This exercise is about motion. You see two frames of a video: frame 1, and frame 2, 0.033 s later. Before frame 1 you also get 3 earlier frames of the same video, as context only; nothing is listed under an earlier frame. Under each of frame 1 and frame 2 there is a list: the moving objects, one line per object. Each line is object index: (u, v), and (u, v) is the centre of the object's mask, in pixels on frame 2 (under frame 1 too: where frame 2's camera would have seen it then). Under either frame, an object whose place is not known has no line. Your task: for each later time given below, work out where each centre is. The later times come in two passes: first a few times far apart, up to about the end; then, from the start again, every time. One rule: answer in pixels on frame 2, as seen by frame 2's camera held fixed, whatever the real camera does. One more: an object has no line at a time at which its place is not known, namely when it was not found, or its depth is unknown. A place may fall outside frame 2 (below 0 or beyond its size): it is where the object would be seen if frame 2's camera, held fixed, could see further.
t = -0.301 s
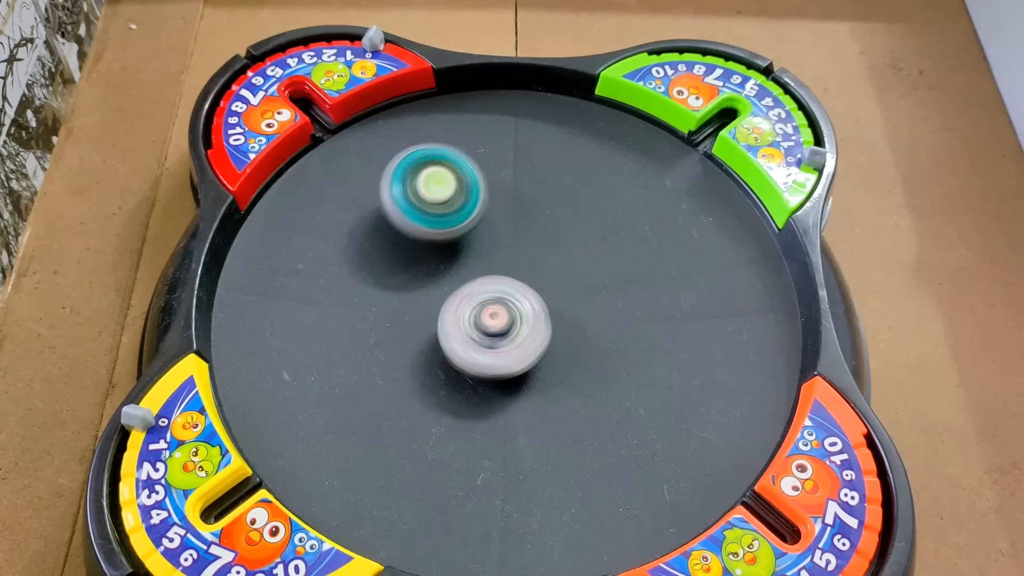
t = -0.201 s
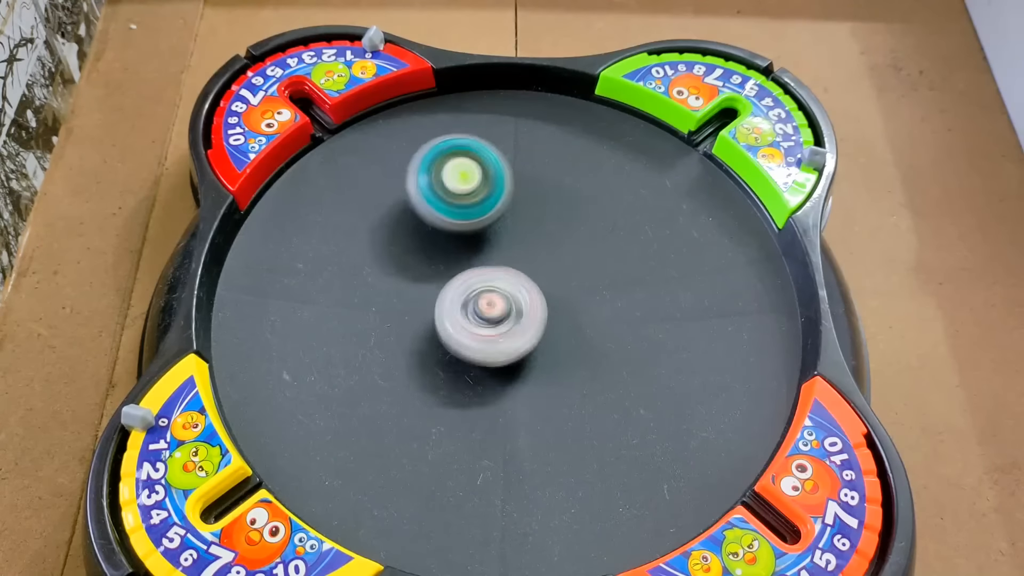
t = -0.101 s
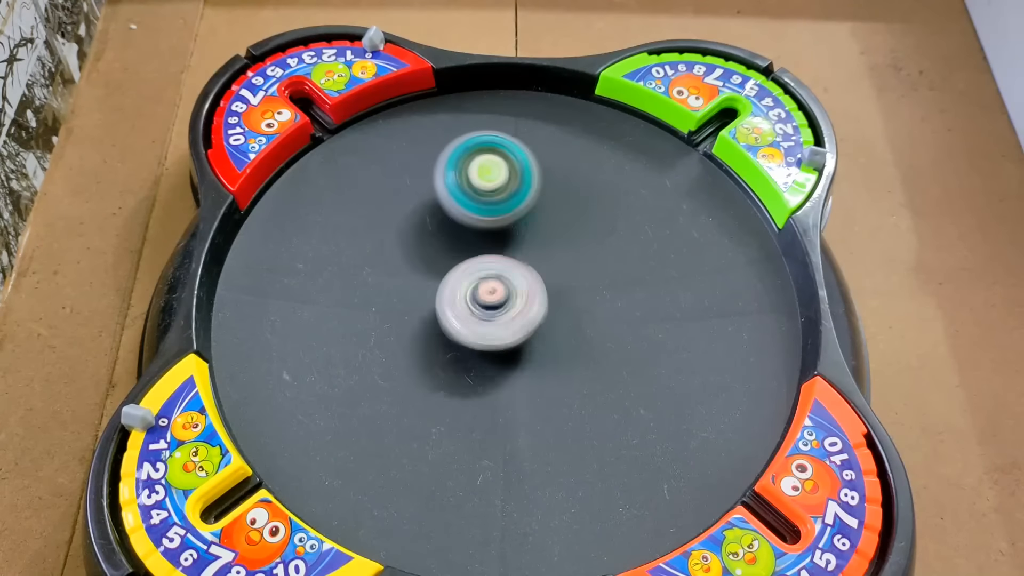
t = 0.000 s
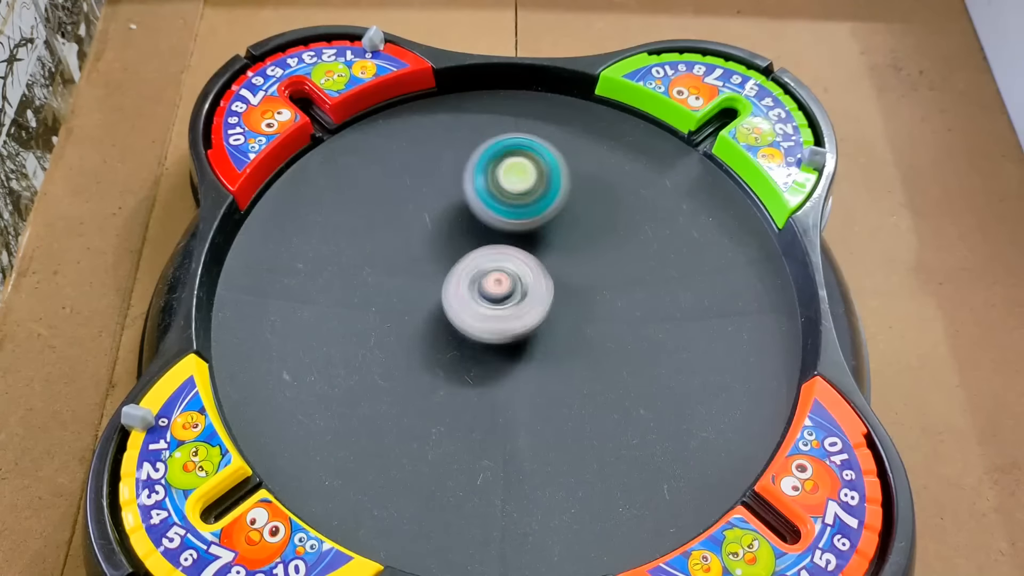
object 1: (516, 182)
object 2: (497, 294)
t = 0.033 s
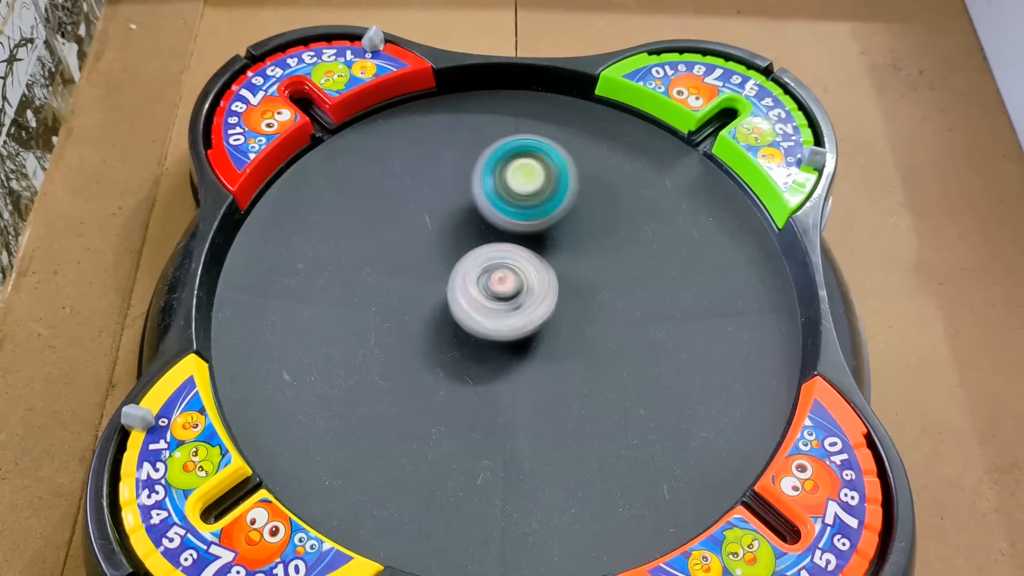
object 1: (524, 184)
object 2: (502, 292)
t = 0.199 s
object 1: (570, 200)
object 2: (520, 286)
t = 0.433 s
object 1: (629, 226)
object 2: (531, 306)
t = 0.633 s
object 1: (654, 269)
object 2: (525, 320)
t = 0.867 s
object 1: (645, 328)
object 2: (500, 320)
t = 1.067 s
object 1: (603, 373)
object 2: (490, 306)
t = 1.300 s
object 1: (525, 405)
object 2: (495, 286)
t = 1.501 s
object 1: (454, 407)
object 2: (510, 284)
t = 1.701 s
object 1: (401, 382)
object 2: (525, 295)
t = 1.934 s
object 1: (373, 329)
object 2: (529, 314)
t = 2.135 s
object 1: (382, 276)
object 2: (516, 326)
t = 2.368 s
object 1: (420, 223)
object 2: (494, 323)
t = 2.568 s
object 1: (471, 194)
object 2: (486, 308)
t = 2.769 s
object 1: (527, 188)
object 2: (491, 294)
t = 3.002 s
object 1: (585, 208)
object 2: (507, 284)
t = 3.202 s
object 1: (637, 237)
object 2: (498, 299)
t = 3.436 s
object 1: (659, 285)
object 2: (481, 314)
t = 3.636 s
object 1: (642, 332)
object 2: (478, 327)
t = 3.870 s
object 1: (615, 392)
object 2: (463, 319)
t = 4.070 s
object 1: (615, 427)
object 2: (403, 281)
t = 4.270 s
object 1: (560, 416)
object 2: (425, 265)
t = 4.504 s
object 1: (483, 370)
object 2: (468, 263)
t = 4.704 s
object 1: (422, 346)
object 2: (506, 224)
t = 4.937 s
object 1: (399, 295)
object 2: (507, 209)
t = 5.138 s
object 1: (388, 262)
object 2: (515, 217)
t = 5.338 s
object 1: (401, 246)
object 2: (544, 228)
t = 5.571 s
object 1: (450, 240)
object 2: (568, 239)
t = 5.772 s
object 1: (484, 252)
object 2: (596, 240)
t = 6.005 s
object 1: (404, 297)
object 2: (695, 237)
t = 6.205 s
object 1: (401, 345)
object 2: (670, 254)
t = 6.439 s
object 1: (421, 382)
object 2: (599, 281)
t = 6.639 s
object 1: (460, 394)
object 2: (519, 252)
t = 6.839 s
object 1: (502, 380)
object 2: (520, 242)
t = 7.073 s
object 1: (543, 346)
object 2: (525, 253)
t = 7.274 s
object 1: (568, 319)
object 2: (535, 247)
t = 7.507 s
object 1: (592, 309)
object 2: (537, 243)
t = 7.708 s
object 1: (604, 310)
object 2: (536, 250)
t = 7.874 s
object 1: (599, 317)
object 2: (527, 255)
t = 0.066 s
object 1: (533, 185)
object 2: (504, 289)
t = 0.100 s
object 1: (543, 188)
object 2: (508, 288)
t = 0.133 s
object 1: (552, 191)
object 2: (513, 286)
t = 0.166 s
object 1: (561, 196)
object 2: (515, 286)
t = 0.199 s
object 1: (570, 200)
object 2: (520, 286)
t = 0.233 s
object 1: (582, 198)
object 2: (520, 293)
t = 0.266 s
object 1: (592, 201)
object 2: (522, 297)
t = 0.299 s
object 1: (600, 205)
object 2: (526, 298)
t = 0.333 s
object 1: (608, 210)
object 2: (526, 298)
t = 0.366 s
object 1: (616, 215)
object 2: (530, 300)
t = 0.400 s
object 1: (623, 220)
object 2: (530, 301)
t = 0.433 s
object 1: (629, 226)
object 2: (531, 306)
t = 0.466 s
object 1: (635, 233)
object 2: (532, 307)
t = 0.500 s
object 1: (640, 240)
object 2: (530, 311)
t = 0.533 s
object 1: (645, 247)
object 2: (531, 314)
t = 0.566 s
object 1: (649, 254)
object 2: (530, 315)
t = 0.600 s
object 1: (652, 262)
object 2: (527, 320)
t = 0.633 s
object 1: (654, 269)
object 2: (525, 320)
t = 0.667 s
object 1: (655, 277)
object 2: (520, 322)
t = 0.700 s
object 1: (655, 286)
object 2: (518, 324)
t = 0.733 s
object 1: (654, 294)
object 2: (516, 323)
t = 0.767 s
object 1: (652, 302)
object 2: (510, 323)
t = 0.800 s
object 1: (651, 311)
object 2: (509, 323)
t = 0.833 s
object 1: (648, 319)
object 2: (504, 320)
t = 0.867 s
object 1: (645, 328)
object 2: (500, 320)
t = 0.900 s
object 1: (640, 336)
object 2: (498, 318)
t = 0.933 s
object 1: (634, 344)
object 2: (493, 314)
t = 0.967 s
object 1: (628, 352)
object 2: (493, 314)
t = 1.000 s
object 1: (620, 360)
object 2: (492, 310)
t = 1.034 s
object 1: (613, 367)
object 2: (489, 307)
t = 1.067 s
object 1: (603, 373)
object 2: (490, 306)
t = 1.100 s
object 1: (594, 380)
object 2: (489, 300)
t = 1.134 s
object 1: (583, 386)
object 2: (487, 298)
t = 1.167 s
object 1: (573, 391)
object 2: (490, 296)
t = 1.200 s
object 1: (561, 395)
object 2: (490, 292)
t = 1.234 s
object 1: (550, 399)
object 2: (490, 291)
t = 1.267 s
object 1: (537, 403)
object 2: (494, 289)
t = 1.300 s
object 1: (525, 405)
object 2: (495, 286)
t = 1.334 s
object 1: (512, 407)
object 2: (497, 286)
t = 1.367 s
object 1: (500, 408)
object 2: (502, 284)
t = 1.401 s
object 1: (487, 409)
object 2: (503, 282)
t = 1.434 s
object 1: (476, 409)
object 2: (506, 284)
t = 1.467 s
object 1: (464, 408)
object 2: (510, 283)
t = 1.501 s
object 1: (454, 407)
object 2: (510, 284)
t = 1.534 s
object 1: (444, 404)
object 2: (515, 286)
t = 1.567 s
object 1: (434, 401)
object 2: (519, 286)
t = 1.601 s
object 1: (425, 397)
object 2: (520, 288)
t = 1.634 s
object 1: (416, 393)
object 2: (524, 291)
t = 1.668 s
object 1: (408, 388)
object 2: (526, 292)
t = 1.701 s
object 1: (401, 382)
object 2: (525, 295)
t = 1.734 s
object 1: (394, 376)
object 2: (529, 298)
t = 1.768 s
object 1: (389, 369)
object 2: (530, 299)
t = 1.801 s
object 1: (384, 362)
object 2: (528, 303)
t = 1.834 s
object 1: (380, 354)
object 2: (530, 306)
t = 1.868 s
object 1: (377, 345)
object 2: (530, 307)
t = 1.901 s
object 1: (374, 337)
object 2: (528, 311)
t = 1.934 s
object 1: (373, 329)
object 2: (529, 314)
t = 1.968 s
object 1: (372, 321)
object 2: (527, 315)
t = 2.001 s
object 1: (373, 313)
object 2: (524, 319)
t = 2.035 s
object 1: (375, 304)
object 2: (524, 321)
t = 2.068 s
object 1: (377, 295)
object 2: (522, 321)
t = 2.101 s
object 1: (379, 285)
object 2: (517, 325)
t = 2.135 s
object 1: (382, 276)
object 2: (516, 326)
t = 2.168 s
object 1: (385, 267)
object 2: (513, 326)
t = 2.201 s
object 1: (389, 259)
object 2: (507, 327)
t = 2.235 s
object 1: (394, 251)
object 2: (507, 328)
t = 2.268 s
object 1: (400, 244)
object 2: (503, 326)
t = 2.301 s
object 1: (406, 236)
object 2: (497, 326)
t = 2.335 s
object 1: (413, 230)
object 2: (497, 325)
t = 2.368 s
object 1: (420, 223)
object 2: (494, 323)
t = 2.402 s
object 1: (428, 217)
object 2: (489, 321)
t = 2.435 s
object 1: (436, 211)
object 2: (489, 320)
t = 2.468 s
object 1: (444, 206)
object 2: (488, 316)
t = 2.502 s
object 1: (453, 202)
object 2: (484, 313)
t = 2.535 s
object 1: (462, 198)
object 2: (485, 312)
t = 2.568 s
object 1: (471, 194)
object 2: (486, 308)
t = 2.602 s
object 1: (480, 192)
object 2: (484, 304)
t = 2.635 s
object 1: (489, 190)
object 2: (485, 304)
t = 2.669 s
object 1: (498, 189)
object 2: (487, 300)
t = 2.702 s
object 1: (508, 188)
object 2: (486, 297)
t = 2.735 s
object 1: (518, 188)
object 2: (488, 297)
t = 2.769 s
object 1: (527, 188)
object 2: (491, 294)
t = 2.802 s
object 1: (536, 188)
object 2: (491, 290)
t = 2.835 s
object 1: (545, 190)
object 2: (493, 291)
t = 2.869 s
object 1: (554, 192)
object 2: (497, 289)
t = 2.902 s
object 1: (562, 195)
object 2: (499, 286)
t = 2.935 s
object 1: (570, 199)
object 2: (499, 287)
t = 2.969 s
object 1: (578, 203)
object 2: (504, 286)
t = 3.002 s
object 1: (585, 208)
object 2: (507, 284)
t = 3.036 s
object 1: (591, 214)
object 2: (507, 285)
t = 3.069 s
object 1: (598, 220)
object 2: (511, 285)
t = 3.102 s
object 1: (609, 224)
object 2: (509, 288)
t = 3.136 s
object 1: (623, 226)
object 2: (501, 293)
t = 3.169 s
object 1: (631, 231)
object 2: (499, 298)
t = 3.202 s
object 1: (637, 237)
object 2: (498, 299)
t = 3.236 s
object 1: (642, 242)
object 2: (493, 300)
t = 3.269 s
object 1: (647, 249)
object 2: (489, 304)
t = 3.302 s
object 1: (651, 256)
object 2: (489, 306)
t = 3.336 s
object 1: (655, 263)
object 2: (487, 307)
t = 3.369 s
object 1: (657, 270)
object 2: (482, 310)
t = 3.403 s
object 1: (659, 278)
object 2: (482, 314)
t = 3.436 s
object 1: (659, 285)
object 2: (481, 314)
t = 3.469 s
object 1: (658, 293)
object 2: (477, 316)
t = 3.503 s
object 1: (656, 301)
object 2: (477, 320)
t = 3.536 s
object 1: (654, 309)
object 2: (478, 321)
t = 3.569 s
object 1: (651, 316)
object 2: (476, 321)
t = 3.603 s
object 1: (647, 324)
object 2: (476, 325)
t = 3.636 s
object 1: (642, 332)
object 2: (478, 327)
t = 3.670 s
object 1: (636, 339)
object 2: (478, 327)
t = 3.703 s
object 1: (629, 347)
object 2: (477, 330)
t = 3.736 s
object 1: (621, 354)
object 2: (480, 331)
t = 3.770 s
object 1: (612, 361)
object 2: (481, 330)
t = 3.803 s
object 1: (602, 367)
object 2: (483, 332)
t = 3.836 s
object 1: (595, 374)
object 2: (485, 333)
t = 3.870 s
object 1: (615, 392)
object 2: (463, 319)
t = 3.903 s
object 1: (631, 407)
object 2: (440, 307)
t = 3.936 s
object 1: (635, 415)
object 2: (425, 299)
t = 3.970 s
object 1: (632, 421)
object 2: (412, 291)
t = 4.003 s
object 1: (627, 424)
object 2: (406, 286)
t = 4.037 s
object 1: (621, 426)
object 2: (402, 282)
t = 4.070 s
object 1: (615, 427)
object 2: (403, 281)
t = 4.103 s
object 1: (607, 428)
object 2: (406, 276)
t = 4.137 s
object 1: (599, 427)
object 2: (407, 272)
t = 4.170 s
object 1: (590, 426)
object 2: (408, 271)
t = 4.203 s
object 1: (580, 423)
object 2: (413, 270)
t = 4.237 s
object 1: (570, 420)
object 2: (420, 267)
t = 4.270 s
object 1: (560, 416)
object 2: (425, 265)
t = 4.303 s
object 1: (550, 411)
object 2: (429, 266)
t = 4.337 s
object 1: (539, 406)
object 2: (437, 267)
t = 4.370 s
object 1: (528, 400)
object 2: (445, 264)
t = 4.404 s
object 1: (516, 393)
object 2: (450, 263)
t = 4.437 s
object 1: (505, 386)
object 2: (455, 264)
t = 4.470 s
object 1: (493, 378)
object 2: (461, 265)
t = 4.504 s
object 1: (483, 370)
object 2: (468, 263)
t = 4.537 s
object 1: (472, 362)
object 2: (472, 260)
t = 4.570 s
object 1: (462, 354)
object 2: (475, 260)
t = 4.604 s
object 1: (449, 354)
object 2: (484, 252)
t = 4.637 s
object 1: (438, 356)
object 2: (495, 238)
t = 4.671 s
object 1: (429, 352)
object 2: (501, 230)
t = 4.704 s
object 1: (422, 346)
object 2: (506, 224)
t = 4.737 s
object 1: (416, 339)
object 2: (508, 219)
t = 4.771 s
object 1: (411, 333)
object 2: (508, 215)
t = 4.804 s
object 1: (407, 326)
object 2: (507, 215)
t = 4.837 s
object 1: (404, 319)
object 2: (510, 215)
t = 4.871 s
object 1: (401, 311)
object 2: (512, 213)
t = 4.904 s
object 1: (400, 303)
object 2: (510, 209)
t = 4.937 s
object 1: (399, 295)
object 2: (507, 209)
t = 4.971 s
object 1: (399, 287)
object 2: (506, 210)
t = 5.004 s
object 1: (399, 280)
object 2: (507, 210)
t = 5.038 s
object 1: (400, 272)
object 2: (502, 209)
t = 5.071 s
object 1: (402, 265)
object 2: (498, 213)
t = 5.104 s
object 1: (398, 261)
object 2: (501, 217)
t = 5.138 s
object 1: (388, 262)
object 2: (515, 217)
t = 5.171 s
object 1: (385, 260)
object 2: (524, 215)
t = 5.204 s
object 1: (386, 257)
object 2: (529, 218)
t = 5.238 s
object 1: (388, 253)
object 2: (536, 222)
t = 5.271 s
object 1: (392, 250)
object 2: (539, 223)
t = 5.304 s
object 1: (396, 248)
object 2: (541, 224)
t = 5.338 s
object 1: (401, 246)
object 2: (544, 228)
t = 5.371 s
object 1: (407, 244)
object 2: (549, 232)
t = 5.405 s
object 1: (413, 243)
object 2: (555, 234)
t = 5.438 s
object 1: (419, 242)
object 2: (558, 234)
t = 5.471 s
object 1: (427, 241)
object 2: (560, 235)
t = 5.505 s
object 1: (434, 240)
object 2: (561, 238)
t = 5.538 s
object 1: (442, 240)
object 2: (564, 240)
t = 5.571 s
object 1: (450, 240)
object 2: (568, 239)
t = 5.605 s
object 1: (458, 241)
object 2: (570, 239)
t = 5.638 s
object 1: (466, 242)
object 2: (575, 239)
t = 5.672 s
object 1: (467, 244)
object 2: (587, 239)
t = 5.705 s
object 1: (472, 246)
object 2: (594, 238)
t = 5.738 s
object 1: (478, 249)
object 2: (594, 238)
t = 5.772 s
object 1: (484, 252)
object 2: (596, 240)
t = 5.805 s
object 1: (490, 255)
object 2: (600, 243)
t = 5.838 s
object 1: (472, 259)
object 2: (622, 240)
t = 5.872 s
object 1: (445, 266)
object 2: (654, 238)
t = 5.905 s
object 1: (424, 273)
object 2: (678, 237)
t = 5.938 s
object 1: (411, 281)
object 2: (690, 238)
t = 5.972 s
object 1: (406, 289)
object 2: (695, 237)
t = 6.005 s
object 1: (404, 297)
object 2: (695, 237)
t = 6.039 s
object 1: (402, 305)
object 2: (692, 240)
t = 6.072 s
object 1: (401, 313)
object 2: (690, 244)
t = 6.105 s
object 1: (400, 321)
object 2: (687, 247)
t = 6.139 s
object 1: (400, 329)
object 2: (684, 248)
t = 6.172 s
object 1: (400, 337)
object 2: (677, 250)
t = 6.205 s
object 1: (401, 345)
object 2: (670, 254)
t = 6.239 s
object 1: (402, 351)
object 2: (664, 259)
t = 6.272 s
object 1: (403, 357)
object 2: (657, 262)
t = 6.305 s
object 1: (406, 363)
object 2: (650, 266)
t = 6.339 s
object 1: (409, 369)
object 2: (643, 271)
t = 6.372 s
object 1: (412, 374)
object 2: (632, 276)
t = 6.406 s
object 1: (416, 378)
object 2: (616, 280)
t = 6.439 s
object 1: (421, 382)
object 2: (599, 281)
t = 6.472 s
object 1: (427, 386)
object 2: (581, 281)
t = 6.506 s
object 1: (433, 389)
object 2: (562, 278)
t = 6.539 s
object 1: (439, 392)
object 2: (545, 273)
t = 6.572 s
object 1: (446, 393)
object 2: (532, 265)
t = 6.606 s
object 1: (453, 394)
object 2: (523, 258)
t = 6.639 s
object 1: (460, 394)
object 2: (519, 252)
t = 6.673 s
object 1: (467, 393)
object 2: (518, 248)
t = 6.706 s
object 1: (474, 391)
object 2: (520, 246)
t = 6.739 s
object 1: (481, 389)
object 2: (518, 244)
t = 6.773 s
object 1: (488, 387)
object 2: (518, 243)
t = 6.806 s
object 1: (495, 383)
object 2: (519, 242)
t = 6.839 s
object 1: (502, 380)
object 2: (520, 242)
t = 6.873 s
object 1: (508, 375)
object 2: (520, 243)
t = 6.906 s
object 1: (515, 371)
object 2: (520, 244)
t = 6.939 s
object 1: (521, 366)
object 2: (520, 245)
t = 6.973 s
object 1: (526, 361)
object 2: (520, 247)
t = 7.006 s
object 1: (532, 356)
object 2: (521, 250)
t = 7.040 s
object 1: (538, 351)
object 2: (522, 252)
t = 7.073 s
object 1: (543, 346)
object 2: (525, 253)
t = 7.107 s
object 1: (548, 340)
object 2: (528, 252)
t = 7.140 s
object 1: (554, 334)
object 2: (530, 251)
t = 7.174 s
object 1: (558, 329)
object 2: (530, 250)
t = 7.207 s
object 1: (562, 325)
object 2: (530, 249)
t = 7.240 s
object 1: (564, 322)
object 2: (533, 247)
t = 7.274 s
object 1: (568, 319)
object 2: (535, 247)
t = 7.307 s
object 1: (572, 316)
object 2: (535, 246)
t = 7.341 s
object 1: (576, 314)
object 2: (535, 246)
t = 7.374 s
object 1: (579, 314)
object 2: (536, 246)
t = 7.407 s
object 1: (583, 311)
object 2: (536, 245)
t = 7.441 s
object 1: (586, 309)
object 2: (536, 245)
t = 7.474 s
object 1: (589, 309)
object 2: (536, 245)
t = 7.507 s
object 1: (592, 309)
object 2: (537, 243)
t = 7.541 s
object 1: (595, 309)
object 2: (538, 243)
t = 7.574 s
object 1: (597, 309)
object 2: (539, 243)
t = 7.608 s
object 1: (599, 309)
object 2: (538, 245)
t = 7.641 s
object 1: (602, 310)
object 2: (537, 247)
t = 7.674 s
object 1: (603, 310)
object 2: (537, 249)
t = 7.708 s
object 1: (604, 310)
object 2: (536, 250)
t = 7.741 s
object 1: (604, 311)
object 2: (534, 251)
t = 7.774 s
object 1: (604, 312)
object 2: (532, 253)
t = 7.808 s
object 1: (602, 313)
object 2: (530, 254)
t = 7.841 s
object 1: (600, 315)
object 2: (529, 254)
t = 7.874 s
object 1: (599, 317)
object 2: (527, 255)
